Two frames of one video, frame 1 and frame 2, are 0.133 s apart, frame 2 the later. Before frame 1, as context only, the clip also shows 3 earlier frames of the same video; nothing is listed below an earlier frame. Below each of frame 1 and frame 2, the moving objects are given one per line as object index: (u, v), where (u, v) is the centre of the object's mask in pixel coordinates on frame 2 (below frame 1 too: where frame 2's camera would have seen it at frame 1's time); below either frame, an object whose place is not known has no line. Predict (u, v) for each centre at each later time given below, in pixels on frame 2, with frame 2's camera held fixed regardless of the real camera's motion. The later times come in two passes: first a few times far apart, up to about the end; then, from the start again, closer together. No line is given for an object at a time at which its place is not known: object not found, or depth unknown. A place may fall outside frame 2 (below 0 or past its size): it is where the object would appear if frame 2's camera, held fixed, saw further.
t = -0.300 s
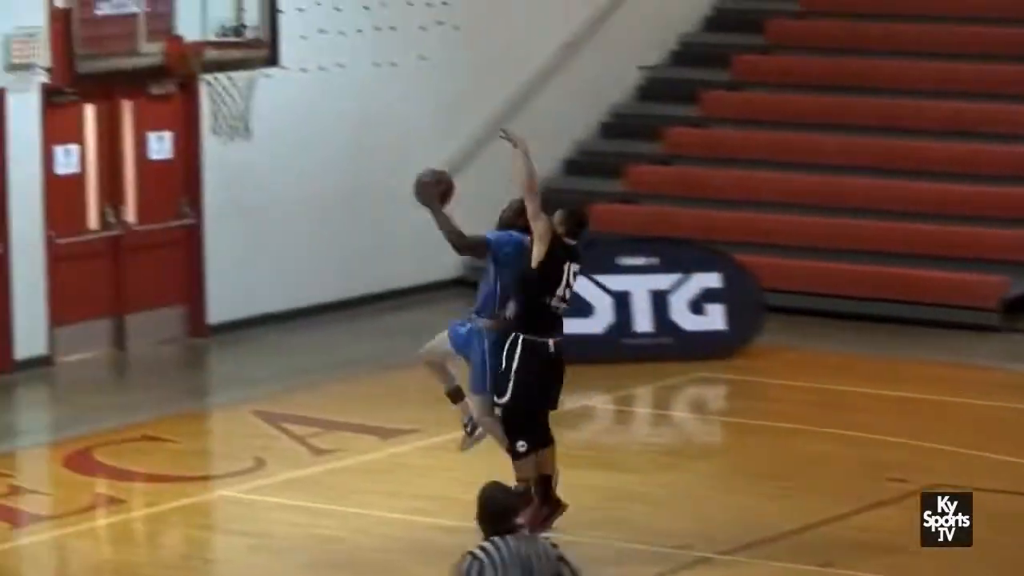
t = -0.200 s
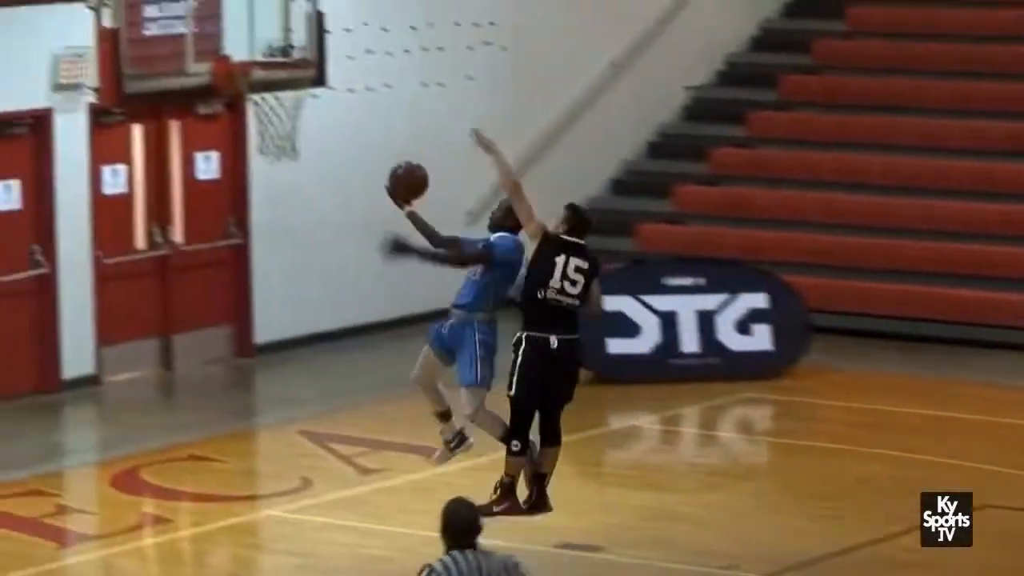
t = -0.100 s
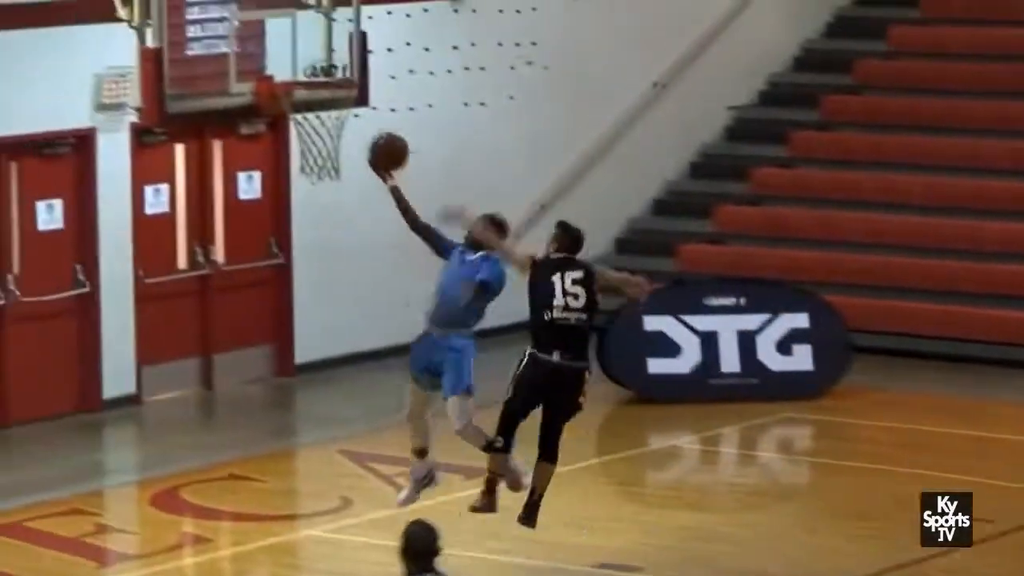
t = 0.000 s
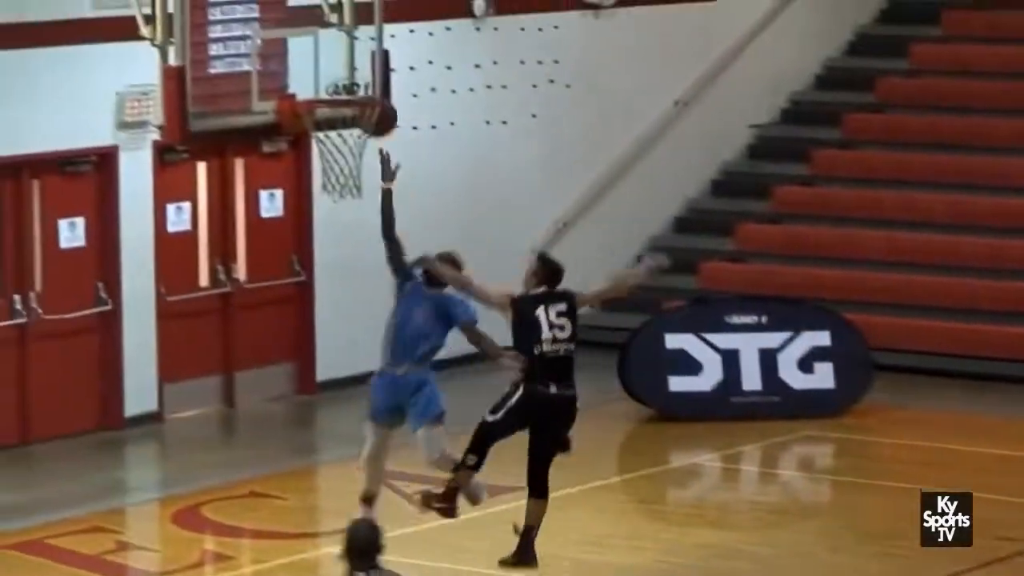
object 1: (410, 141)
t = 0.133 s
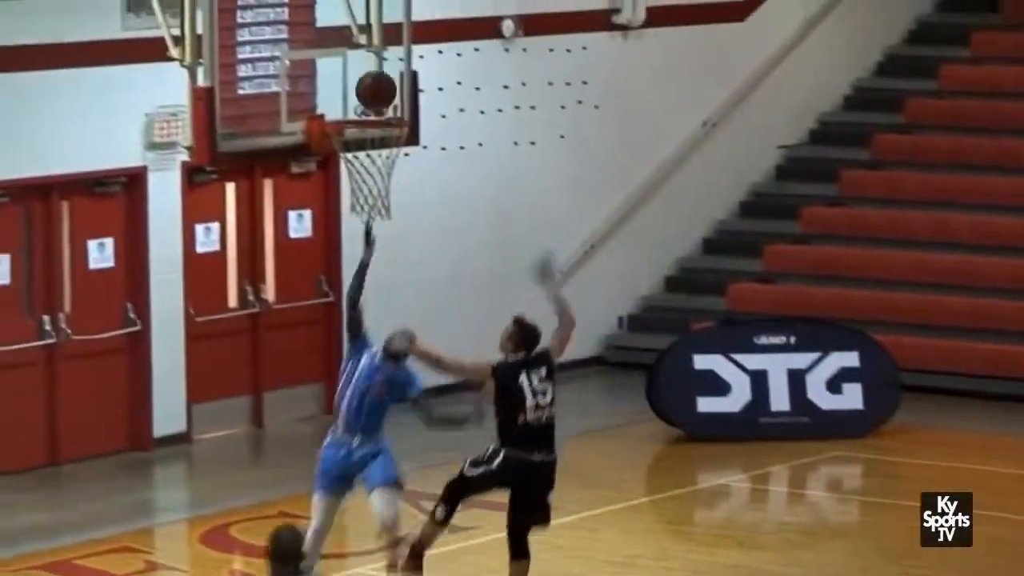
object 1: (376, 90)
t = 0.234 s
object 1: (354, 73)
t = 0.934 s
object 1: (383, 116)
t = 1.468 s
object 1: (343, 225)
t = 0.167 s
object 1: (369, 83)
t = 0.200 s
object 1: (361, 77)
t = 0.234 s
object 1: (354, 73)
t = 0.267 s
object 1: (350, 69)
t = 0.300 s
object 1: (350, 65)
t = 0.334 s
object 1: (350, 63)
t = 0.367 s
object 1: (350, 63)
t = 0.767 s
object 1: (367, 114)
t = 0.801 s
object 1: (374, 111)
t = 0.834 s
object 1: (380, 111)
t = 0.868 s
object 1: (385, 115)
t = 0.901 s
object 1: (384, 115)
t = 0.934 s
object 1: (383, 116)
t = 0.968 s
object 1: (382, 113)
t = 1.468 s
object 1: (343, 225)
